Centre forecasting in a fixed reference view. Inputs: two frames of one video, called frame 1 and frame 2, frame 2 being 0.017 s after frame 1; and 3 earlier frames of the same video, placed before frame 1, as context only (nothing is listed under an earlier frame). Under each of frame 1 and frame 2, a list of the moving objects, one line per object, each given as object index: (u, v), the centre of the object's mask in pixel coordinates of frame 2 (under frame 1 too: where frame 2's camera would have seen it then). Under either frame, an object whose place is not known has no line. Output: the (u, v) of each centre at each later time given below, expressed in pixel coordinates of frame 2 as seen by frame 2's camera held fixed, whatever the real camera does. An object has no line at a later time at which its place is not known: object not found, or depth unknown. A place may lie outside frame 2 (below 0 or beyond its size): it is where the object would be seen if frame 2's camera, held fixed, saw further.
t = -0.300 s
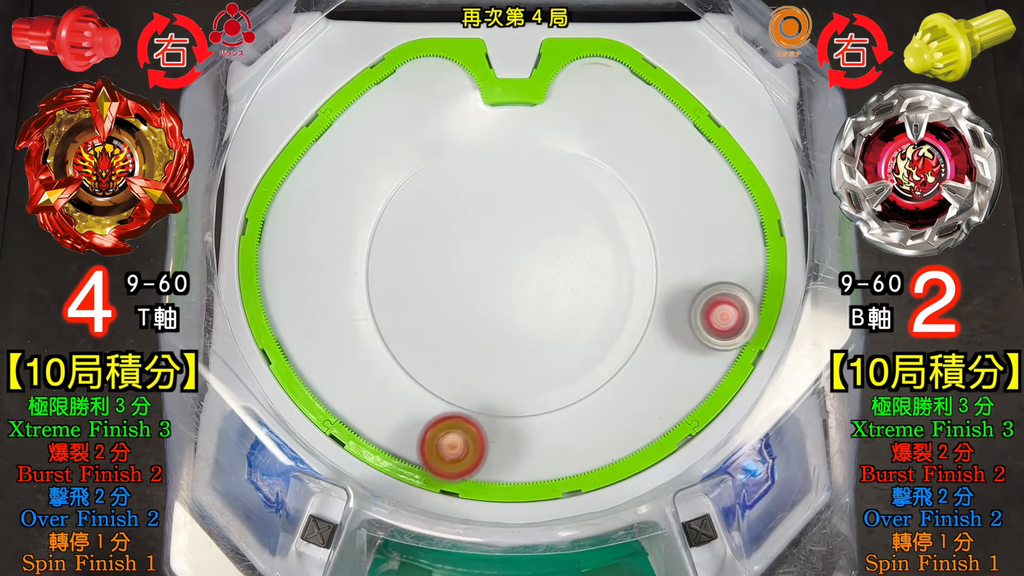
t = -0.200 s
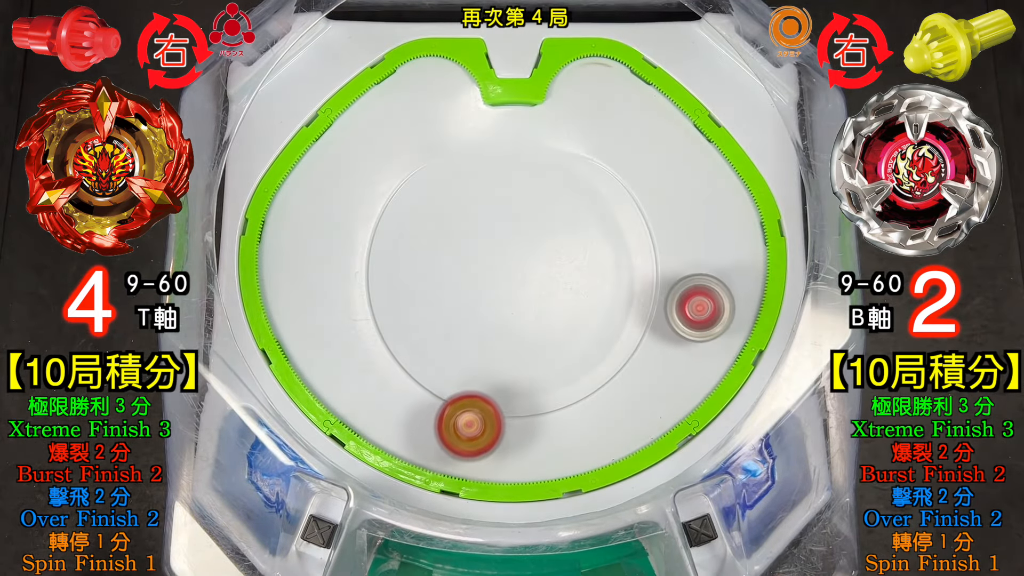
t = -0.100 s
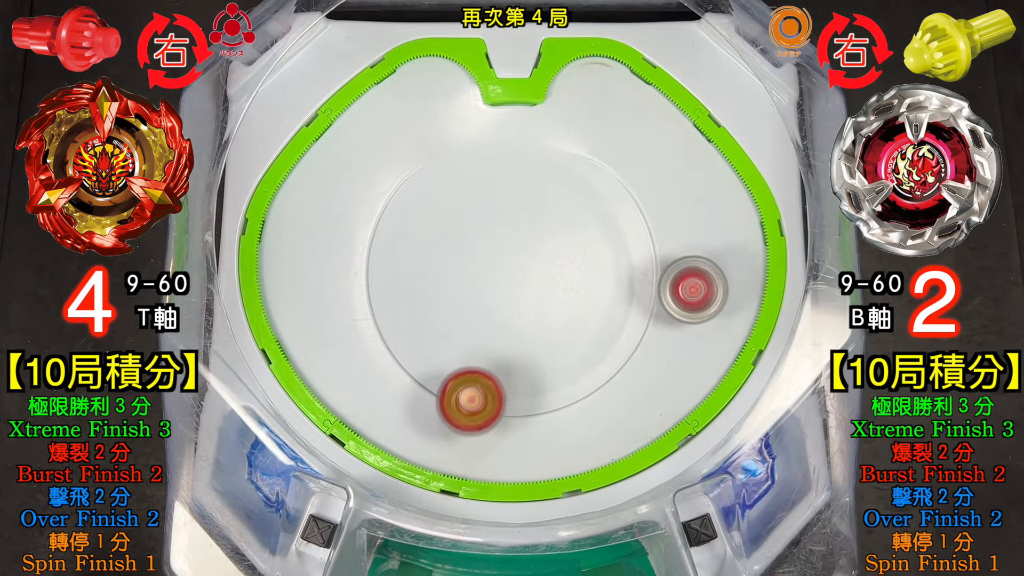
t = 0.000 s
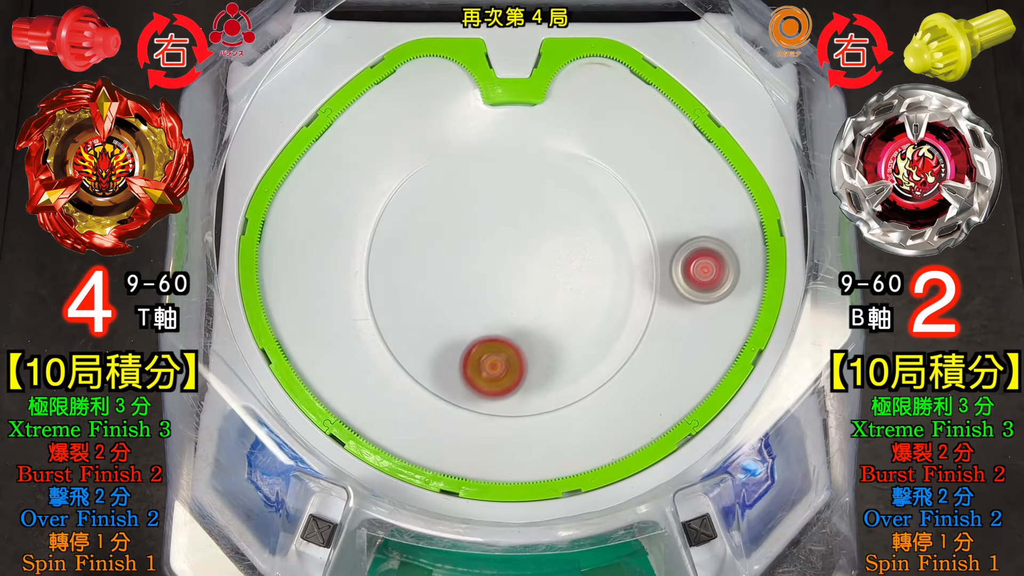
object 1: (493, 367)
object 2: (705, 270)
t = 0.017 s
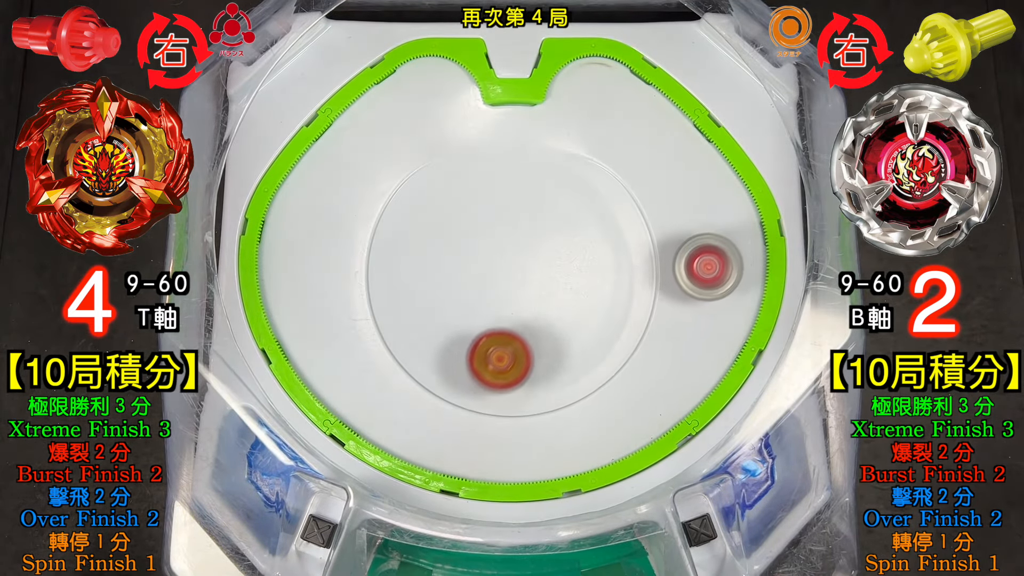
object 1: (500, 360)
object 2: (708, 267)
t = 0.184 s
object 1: (519, 243)
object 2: (758, 239)
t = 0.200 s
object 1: (516, 231)
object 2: (764, 235)
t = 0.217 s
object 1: (512, 219)
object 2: (751, 224)
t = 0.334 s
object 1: (469, 153)
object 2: (675, 164)
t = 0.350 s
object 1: (462, 147)
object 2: (666, 159)
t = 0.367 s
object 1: (454, 142)
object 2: (658, 155)
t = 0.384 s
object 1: (446, 138)
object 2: (651, 152)
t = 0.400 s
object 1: (438, 136)
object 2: (645, 149)
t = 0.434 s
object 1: (420, 133)
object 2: (634, 147)
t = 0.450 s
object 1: (411, 132)
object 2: (629, 146)
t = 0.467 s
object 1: (401, 131)
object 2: (624, 147)
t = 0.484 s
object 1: (391, 131)
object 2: (621, 147)
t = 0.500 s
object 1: (380, 131)
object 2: (618, 149)
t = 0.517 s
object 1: (368, 131)
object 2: (615, 151)
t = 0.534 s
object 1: (357, 131)
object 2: (613, 153)
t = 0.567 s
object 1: (332, 131)
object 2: (609, 158)
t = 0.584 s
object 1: (318, 131)
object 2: (608, 160)
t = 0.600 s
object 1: (309, 154)
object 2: (605, 163)
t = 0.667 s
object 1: (282, 278)
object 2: (586, 177)
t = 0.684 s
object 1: (276, 307)
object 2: (580, 180)
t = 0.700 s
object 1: (287, 332)
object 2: (572, 185)
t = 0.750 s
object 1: (353, 404)
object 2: (550, 199)
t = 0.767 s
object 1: (377, 428)
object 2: (543, 206)
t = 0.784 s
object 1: (425, 443)
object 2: (536, 213)
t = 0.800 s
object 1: (479, 453)
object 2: (530, 220)
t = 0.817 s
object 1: (534, 461)
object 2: (524, 229)
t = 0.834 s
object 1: (591, 454)
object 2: (519, 237)
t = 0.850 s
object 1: (656, 415)
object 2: (515, 245)
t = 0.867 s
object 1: (716, 375)
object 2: (512, 255)
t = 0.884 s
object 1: (747, 315)
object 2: (509, 264)
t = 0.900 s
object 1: (767, 257)
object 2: (507, 273)
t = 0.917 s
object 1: (754, 193)
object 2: (506, 282)
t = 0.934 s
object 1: (718, 143)
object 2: (506, 292)
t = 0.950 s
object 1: (674, 95)
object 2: (506, 301)
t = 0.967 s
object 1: (626, 56)
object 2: (508, 311)
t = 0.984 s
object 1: (578, 56)
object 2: (510, 320)
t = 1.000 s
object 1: (544, 89)
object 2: (514, 329)
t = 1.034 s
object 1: (473, 158)
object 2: (523, 345)
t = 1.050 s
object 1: (440, 193)
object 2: (528, 352)
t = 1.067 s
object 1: (409, 225)
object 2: (535, 359)
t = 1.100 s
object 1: (347, 288)
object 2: (549, 370)
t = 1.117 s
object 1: (317, 321)
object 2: (557, 375)
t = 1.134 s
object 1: (292, 353)
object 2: (565, 379)
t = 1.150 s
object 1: (346, 368)
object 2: (574, 382)
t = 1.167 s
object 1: (409, 382)
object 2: (582, 384)
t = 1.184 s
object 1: (465, 394)
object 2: (589, 383)
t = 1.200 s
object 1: (525, 406)
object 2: (596, 380)
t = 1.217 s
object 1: (551, 423)
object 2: (636, 363)
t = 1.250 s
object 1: (593, 455)
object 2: (731, 326)
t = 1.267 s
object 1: (614, 472)
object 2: (774, 308)
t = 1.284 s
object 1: (625, 458)
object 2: (805, 287)
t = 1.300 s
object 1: (633, 439)
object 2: (795, 268)
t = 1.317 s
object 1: (641, 419)
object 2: (760, 248)
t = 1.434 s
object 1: (670, 274)
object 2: (575, 134)
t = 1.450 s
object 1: (669, 254)
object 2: (552, 123)
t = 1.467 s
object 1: (658, 231)
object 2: (528, 112)
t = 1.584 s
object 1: (573, 88)
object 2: (368, 89)
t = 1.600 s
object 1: (564, 73)
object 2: (349, 91)
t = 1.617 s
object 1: (576, 76)
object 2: (329, 111)
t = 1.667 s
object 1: (611, 90)
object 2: (274, 195)
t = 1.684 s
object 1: (621, 93)
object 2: (259, 225)
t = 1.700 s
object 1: (631, 97)
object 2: (255, 266)
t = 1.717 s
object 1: (641, 103)
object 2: (255, 305)
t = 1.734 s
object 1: (650, 105)
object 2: (256, 347)
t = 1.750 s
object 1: (658, 109)
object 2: (260, 384)
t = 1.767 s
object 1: (666, 113)
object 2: (274, 408)
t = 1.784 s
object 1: (673, 115)
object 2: (278, 441)
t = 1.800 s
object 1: (679, 118)
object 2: (287, 464)
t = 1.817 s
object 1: (685, 121)
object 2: (286, 454)
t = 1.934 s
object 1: (711, 131)
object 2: (279, 397)
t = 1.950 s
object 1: (712, 132)
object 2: (279, 391)
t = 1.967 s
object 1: (712, 133)
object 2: (273, 382)
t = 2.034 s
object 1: (707, 135)
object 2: (264, 352)
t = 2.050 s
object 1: (705, 134)
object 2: (263, 345)
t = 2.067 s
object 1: (703, 133)
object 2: (263, 338)
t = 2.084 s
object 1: (701, 132)
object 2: (258, 332)
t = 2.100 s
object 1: (698, 130)
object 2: (252, 326)
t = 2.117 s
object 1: (696, 129)
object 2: (248, 320)
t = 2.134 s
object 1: (693, 127)
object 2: (247, 316)
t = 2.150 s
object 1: (691, 124)
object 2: (245, 311)
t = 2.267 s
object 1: (672, 99)
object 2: (239, 281)
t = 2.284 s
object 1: (669, 95)
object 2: (239, 277)
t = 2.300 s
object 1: (662, 92)
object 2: (238, 273)
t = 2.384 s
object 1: (621, 81)
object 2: (238, 258)
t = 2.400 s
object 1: (614, 79)
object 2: (236, 255)
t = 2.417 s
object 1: (608, 76)
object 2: (236, 253)
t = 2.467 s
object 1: (595, 70)
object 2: (238, 246)
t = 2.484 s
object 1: (592, 68)
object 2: (237, 243)
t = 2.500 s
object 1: (591, 67)
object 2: (237, 241)
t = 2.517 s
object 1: (590, 65)
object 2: (238, 239)
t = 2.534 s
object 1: (591, 64)
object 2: (238, 237)
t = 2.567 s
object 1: (594, 63)
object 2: (239, 233)
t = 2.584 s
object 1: (597, 63)
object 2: (239, 232)
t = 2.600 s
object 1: (601, 62)
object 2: (239, 230)
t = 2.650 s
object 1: (618, 61)
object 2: (242, 227)
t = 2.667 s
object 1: (623, 61)
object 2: (242, 226)
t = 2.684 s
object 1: (610, 66)
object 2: (243, 225)
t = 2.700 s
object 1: (594, 74)
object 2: (243, 224)
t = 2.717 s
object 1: (580, 83)
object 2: (243, 222)
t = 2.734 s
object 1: (567, 91)
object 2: (246, 220)
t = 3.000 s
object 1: (500, 282)
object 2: (300, 149)
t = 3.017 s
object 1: (505, 294)
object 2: (304, 145)
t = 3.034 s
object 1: (512, 305)
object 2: (308, 141)
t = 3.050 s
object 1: (518, 316)
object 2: (312, 138)
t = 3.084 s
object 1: (534, 334)
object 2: (324, 139)
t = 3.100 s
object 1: (542, 342)
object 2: (331, 138)
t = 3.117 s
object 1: (552, 349)
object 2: (335, 135)
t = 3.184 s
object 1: (593, 367)
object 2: (360, 125)
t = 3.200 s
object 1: (604, 369)
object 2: (367, 121)
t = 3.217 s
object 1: (614, 369)
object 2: (373, 117)
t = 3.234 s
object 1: (622, 365)
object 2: (379, 113)
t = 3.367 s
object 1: (684, 344)
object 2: (434, 72)
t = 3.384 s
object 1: (693, 343)
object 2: (441, 67)
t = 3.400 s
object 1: (701, 343)
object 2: (446, 61)
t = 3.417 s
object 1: (710, 343)
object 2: (445, 58)
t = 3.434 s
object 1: (719, 343)
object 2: (428, 66)
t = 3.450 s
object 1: (729, 343)
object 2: (408, 75)
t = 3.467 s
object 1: (737, 341)
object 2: (390, 86)
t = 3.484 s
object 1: (735, 310)
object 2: (375, 94)
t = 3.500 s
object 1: (731, 280)
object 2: (361, 103)
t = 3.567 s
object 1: (712, 170)
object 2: (318, 159)
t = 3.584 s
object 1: (707, 144)
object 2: (310, 174)
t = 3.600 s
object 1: (690, 125)
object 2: (303, 187)
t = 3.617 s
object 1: (661, 112)
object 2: (297, 201)
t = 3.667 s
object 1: (580, 77)
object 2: (286, 239)
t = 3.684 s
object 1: (555, 66)
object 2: (283, 251)
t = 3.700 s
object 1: (555, 88)
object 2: (283, 261)
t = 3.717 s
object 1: (564, 118)
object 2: (284, 272)
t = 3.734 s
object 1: (573, 151)
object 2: (286, 283)
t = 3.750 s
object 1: (581, 186)
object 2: (289, 292)
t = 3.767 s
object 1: (590, 220)
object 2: (294, 301)
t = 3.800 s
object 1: (605, 291)
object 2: (306, 318)
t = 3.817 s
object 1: (610, 320)
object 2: (314, 326)
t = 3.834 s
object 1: (613, 349)
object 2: (324, 332)
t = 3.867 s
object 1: (621, 407)
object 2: (346, 344)
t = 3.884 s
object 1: (623, 435)
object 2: (359, 350)
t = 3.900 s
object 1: (628, 440)
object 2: (373, 355)
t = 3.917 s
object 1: (631, 410)
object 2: (387, 359)
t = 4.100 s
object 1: (603, 139)
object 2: (593, 376)
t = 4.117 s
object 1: (594, 123)
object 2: (611, 373)
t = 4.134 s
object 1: (584, 108)
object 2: (628, 366)
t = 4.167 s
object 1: (564, 79)
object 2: (657, 347)
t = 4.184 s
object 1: (554, 66)
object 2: (671, 338)
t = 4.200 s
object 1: (554, 74)
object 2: (685, 331)
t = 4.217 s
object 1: (565, 94)
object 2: (700, 323)
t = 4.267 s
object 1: (597, 165)
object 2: (741, 304)
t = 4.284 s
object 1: (607, 191)
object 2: (754, 298)
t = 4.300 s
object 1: (617, 219)
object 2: (760, 284)
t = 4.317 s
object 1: (626, 249)
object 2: (755, 258)
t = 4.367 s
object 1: (639, 312)
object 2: (735, 190)
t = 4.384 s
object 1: (642, 334)
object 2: (727, 171)
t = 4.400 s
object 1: (644, 357)
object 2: (707, 150)
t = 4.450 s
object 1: (648, 418)
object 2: (626, 92)
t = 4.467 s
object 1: (648, 435)
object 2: (600, 76)
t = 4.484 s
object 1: (635, 437)
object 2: (577, 59)
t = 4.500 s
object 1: (620, 436)
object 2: (555, 82)
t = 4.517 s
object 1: (607, 433)
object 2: (538, 127)
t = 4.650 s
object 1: (525, 415)
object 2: (417, 452)
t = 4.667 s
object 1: (517, 414)
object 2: (409, 479)
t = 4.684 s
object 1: (510, 413)
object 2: (413, 491)
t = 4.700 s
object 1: (504, 413)
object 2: (415, 509)
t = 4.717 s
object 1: (498, 413)
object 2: (419, 524)
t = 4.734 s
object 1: (492, 413)
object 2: (423, 537)
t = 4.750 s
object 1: (487, 414)
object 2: (428, 546)
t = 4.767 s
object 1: (482, 415)
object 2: (435, 552)
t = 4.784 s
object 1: (476, 417)
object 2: (443, 550)
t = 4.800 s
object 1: (471, 419)
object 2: (453, 545)
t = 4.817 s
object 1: (466, 422)
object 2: (462, 538)
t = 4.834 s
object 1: (461, 424)
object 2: (470, 528)
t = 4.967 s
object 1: (429, 449)
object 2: (639, 433)
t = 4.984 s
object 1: (427, 452)
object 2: (660, 415)
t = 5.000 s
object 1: (427, 452)
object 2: (681, 397)
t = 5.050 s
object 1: (444, 439)
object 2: (735, 348)
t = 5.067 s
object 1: (448, 434)
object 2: (750, 330)
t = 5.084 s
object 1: (452, 430)
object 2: (758, 298)
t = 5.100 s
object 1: (455, 426)
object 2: (766, 267)
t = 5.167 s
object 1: (461, 403)
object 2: (782, 159)
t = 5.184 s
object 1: (462, 398)
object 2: (784, 136)
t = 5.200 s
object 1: (464, 391)
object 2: (780, 114)
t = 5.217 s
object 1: (466, 385)
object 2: (776, 91)
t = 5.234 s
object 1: (471, 379)
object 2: (759, 84)
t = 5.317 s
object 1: (501, 338)
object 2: (654, 65)
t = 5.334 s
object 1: (505, 328)
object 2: (636, 63)
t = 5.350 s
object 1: (508, 317)
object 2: (617, 62)
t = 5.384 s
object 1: (511, 295)
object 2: (580, 64)
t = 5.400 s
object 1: (511, 284)
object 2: (566, 64)
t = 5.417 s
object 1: (510, 273)
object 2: (554, 69)
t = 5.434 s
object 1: (508, 262)
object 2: (546, 84)
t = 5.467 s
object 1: (502, 242)
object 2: (527, 119)
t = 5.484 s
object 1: (498, 233)
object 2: (518, 137)
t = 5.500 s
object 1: (494, 224)
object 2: (510, 158)
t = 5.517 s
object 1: (482, 232)
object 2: (512, 158)
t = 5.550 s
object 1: (453, 252)
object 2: (518, 153)
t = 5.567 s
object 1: (439, 263)
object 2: (521, 152)
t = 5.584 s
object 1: (426, 276)
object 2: (525, 153)
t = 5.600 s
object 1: (412, 289)
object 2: (528, 155)
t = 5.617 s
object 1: (400, 303)
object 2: (531, 157)
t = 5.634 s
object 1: (392, 311)
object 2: (533, 161)
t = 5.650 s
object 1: (385, 319)
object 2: (534, 164)
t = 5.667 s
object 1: (379, 328)
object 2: (535, 167)
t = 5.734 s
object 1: (364, 353)
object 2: (537, 181)
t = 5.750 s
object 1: (363, 357)
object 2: (539, 185)
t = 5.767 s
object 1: (363, 360)
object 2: (540, 189)
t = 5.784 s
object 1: (364, 362)
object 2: (542, 193)
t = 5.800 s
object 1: (366, 363)
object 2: (543, 197)
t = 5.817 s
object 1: (370, 362)
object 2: (545, 201)
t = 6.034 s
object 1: (506, 315)
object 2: (570, 254)
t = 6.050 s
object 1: (517, 307)
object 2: (572, 258)
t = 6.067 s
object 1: (519, 303)
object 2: (585, 255)
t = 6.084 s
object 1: (511, 305)
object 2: (605, 247)
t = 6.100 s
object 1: (504, 306)
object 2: (625, 239)
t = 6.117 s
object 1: (498, 305)
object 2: (643, 232)
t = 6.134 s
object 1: (494, 305)
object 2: (654, 225)
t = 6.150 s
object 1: (490, 303)
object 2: (662, 220)
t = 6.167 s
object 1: (487, 301)
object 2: (669, 215)
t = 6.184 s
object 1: (486, 298)
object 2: (676, 212)
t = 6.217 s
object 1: (485, 290)
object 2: (690, 208)
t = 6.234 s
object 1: (486, 285)
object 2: (697, 207)
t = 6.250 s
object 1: (486, 281)
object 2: (703, 207)
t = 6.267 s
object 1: (485, 276)
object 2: (708, 208)
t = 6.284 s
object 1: (484, 271)
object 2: (715, 208)
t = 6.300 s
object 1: (483, 267)
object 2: (720, 210)
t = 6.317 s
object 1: (481, 262)
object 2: (724, 213)
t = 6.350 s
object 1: (476, 254)
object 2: (733, 219)
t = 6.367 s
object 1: (474, 251)
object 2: (737, 222)
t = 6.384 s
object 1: (470, 248)
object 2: (742, 226)
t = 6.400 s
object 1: (467, 246)
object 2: (746, 230)
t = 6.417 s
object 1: (464, 244)
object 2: (751, 234)
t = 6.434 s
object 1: (461, 243)
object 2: (755, 238)
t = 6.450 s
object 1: (458, 243)
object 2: (759, 241)
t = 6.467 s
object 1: (455, 243)
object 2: (758, 242)
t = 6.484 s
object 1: (452, 244)
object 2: (752, 242)
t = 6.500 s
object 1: (450, 245)
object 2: (747, 242)
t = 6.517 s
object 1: (449, 248)
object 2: (743, 242)
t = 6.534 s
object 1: (448, 251)
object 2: (739, 243)
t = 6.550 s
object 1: (448, 254)
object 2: (736, 245)
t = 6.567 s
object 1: (449, 257)
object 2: (733, 246)
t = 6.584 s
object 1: (451, 261)
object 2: (731, 249)
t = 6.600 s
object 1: (454, 264)
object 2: (729, 252)
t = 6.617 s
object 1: (458, 267)
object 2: (728, 255)
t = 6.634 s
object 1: (463, 270)
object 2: (727, 259)
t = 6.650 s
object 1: (468, 272)
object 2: (726, 264)
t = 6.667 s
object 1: (474, 273)
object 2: (725, 268)
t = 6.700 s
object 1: (486, 272)
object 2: (723, 278)
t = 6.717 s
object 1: (493, 271)
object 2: (722, 283)
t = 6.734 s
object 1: (499, 268)
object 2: (721, 288)
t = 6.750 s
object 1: (505, 265)
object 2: (720, 293)
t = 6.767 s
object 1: (511, 261)
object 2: (719, 298)
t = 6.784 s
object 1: (516, 256)
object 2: (717, 304)
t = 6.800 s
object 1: (521, 251)
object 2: (716, 309)
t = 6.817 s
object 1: (525, 245)
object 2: (715, 314)
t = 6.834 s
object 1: (528, 239)
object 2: (714, 319)
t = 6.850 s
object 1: (531, 232)
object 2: (712, 324)
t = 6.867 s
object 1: (532, 226)
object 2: (710, 329)
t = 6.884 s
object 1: (532, 219)
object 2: (708, 334)
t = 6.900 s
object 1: (532, 212)
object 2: (707, 339)
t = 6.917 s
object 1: (530, 206)
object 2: (705, 343)
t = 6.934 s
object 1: (527, 200)
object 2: (703, 348)
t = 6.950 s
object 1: (524, 194)
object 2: (702, 352)
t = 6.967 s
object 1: (519, 190)
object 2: (700, 357)
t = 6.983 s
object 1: (513, 185)
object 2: (697, 361)
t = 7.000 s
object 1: (507, 183)
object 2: (695, 365)
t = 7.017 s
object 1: (500, 182)
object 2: (692, 370)
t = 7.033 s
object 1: (493, 182)
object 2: (689, 374)
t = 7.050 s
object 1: (486, 183)
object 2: (687, 377)
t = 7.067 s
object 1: (480, 187)
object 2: (684, 381)
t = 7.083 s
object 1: (474, 191)
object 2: (681, 385)
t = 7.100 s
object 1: (468, 197)
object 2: (677, 388)
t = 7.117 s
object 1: (464, 204)
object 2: (674, 391)
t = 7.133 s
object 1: (461, 212)
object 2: (671, 394)
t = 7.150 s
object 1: (459, 221)
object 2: (667, 397)
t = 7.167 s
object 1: (458, 230)
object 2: (663, 399)
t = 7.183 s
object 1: (459, 239)
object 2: (659, 402)
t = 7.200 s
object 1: (461, 249)
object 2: (655, 404)
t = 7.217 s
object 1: (464, 258)
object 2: (651, 406)
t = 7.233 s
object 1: (469, 267)
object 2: (646, 408)
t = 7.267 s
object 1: (482, 283)
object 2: (637, 411)
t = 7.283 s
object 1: (490, 290)
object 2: (632, 413)
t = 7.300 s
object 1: (499, 296)
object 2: (627, 414)
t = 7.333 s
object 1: (517, 305)
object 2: (617, 415)
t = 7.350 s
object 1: (527, 308)
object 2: (612, 416)
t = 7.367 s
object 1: (538, 310)
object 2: (607, 416)
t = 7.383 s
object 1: (548, 310)
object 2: (601, 416)
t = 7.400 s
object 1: (558, 310)
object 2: (596, 416)
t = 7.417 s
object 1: (568, 308)
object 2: (591, 416)
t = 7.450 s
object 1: (586, 301)
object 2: (580, 415)
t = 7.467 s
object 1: (595, 297)
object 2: (574, 415)
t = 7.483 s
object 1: (602, 292)
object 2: (569, 414)
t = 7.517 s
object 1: (615, 279)
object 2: (558, 413)
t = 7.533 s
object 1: (620, 271)
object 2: (552, 412)
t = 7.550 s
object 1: (624, 263)
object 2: (547, 411)
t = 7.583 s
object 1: (628, 245)
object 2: (536, 408)
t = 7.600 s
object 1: (629, 236)
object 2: (531, 407)
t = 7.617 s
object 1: (628, 227)
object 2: (526, 405)
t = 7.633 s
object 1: (627, 218)
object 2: (521, 403)
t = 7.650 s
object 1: (624, 210)
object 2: (518, 400)
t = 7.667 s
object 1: (620, 202)
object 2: (514, 397)
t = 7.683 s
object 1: (614, 196)
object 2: (512, 394)
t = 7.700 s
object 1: (607, 189)
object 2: (509, 390)
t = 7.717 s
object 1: (599, 184)
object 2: (507, 386)
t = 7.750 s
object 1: (580, 177)
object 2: (502, 378)
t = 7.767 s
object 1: (569, 174)
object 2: (500, 374)
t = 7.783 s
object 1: (559, 173)
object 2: (499, 370)
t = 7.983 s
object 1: (456, 246)
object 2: (469, 318)
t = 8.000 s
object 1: (452, 250)
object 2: (467, 320)
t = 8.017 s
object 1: (448, 245)
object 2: (466, 329)
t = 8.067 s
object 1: (440, 234)
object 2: (465, 355)
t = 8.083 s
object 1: (438, 233)
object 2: (465, 360)
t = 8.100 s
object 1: (437, 232)
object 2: (466, 364)
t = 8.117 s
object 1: (435, 233)
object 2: (466, 366)
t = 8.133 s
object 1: (434, 235)
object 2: (468, 367)
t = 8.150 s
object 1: (432, 237)
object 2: (469, 366)
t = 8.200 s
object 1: (428, 250)
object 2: (473, 357)
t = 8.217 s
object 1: (427, 255)
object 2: (475, 353)
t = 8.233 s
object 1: (427, 262)
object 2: (477, 349)
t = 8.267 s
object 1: (429, 277)
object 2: (480, 340)
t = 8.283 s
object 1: (432, 284)
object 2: (482, 335)
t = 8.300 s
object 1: (430, 282)
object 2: (494, 341)
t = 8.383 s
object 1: (410, 255)
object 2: (573, 383)
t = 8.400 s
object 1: (408, 252)
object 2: (587, 386)
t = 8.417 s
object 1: (405, 249)
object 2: (598, 385)
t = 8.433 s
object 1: (403, 246)
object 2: (607, 378)
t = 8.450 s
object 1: (401, 244)
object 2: (615, 372)
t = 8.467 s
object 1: (400, 243)
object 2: (623, 366)
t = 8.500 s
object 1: (399, 242)
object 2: (635, 353)
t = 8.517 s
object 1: (398, 242)
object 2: (639, 346)
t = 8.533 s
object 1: (400, 243)
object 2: (644, 337)
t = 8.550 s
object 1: (402, 244)
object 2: (648, 329)
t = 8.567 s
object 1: (405, 245)
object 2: (651, 320)
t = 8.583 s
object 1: (408, 245)
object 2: (653, 311)
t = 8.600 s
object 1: (413, 245)
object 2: (654, 300)
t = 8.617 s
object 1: (418, 244)
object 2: (653, 290)
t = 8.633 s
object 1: (423, 244)
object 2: (651, 279)
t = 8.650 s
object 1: (429, 243)
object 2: (649, 268)
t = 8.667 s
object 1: (435, 241)
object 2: (647, 259)
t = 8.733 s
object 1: (461, 230)
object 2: (637, 228)
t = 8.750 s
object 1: (467, 227)
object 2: (634, 222)
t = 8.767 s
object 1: (473, 222)
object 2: (631, 217)
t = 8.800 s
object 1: (485, 213)
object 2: (624, 207)
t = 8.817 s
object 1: (490, 208)
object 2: (620, 202)
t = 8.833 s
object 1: (494, 203)
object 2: (616, 198)
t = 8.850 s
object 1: (498, 198)
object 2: (612, 194)
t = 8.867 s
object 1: (501, 192)
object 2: (607, 191)
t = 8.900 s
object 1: (507, 182)
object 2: (597, 185)
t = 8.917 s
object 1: (509, 177)
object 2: (591, 182)
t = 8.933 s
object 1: (510, 171)
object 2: (585, 180)
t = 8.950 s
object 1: (510, 166)
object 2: (578, 178)
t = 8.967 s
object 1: (504, 159)
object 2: (580, 179)
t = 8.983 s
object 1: (493, 152)
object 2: (588, 183)
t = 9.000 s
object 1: (482, 146)
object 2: (594, 186)
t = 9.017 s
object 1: (472, 141)
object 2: (599, 191)
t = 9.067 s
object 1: (447, 136)
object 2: (607, 202)
